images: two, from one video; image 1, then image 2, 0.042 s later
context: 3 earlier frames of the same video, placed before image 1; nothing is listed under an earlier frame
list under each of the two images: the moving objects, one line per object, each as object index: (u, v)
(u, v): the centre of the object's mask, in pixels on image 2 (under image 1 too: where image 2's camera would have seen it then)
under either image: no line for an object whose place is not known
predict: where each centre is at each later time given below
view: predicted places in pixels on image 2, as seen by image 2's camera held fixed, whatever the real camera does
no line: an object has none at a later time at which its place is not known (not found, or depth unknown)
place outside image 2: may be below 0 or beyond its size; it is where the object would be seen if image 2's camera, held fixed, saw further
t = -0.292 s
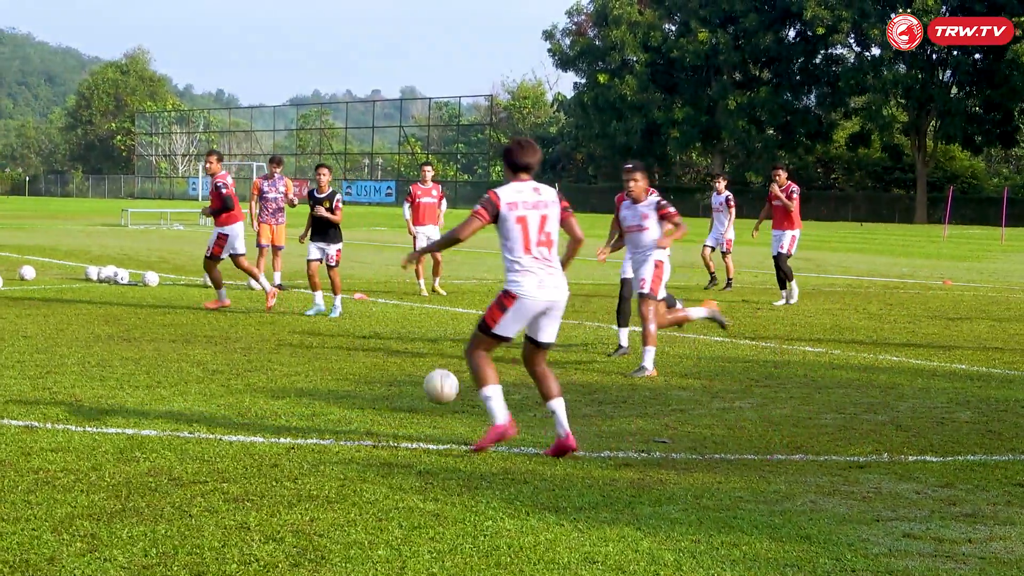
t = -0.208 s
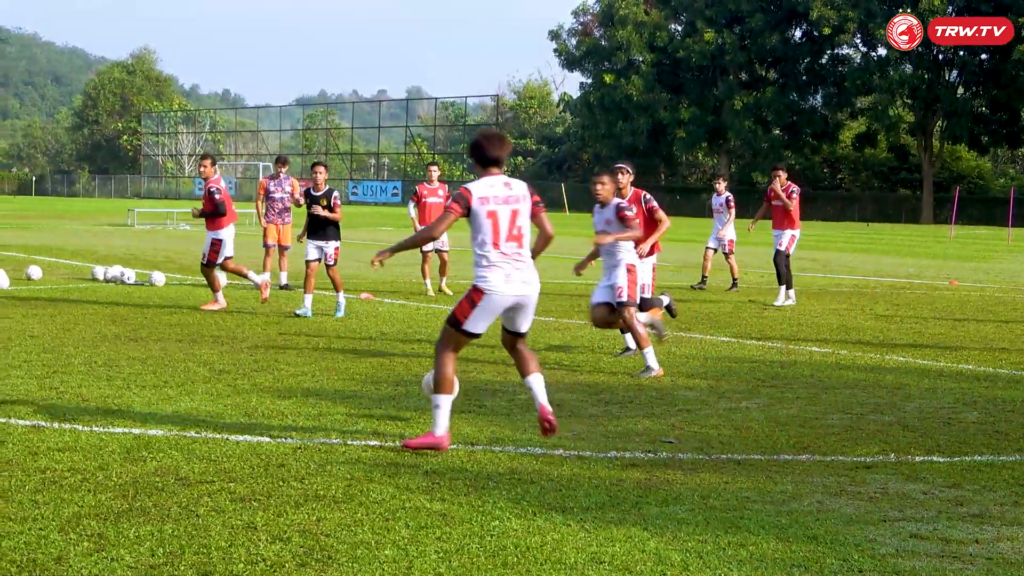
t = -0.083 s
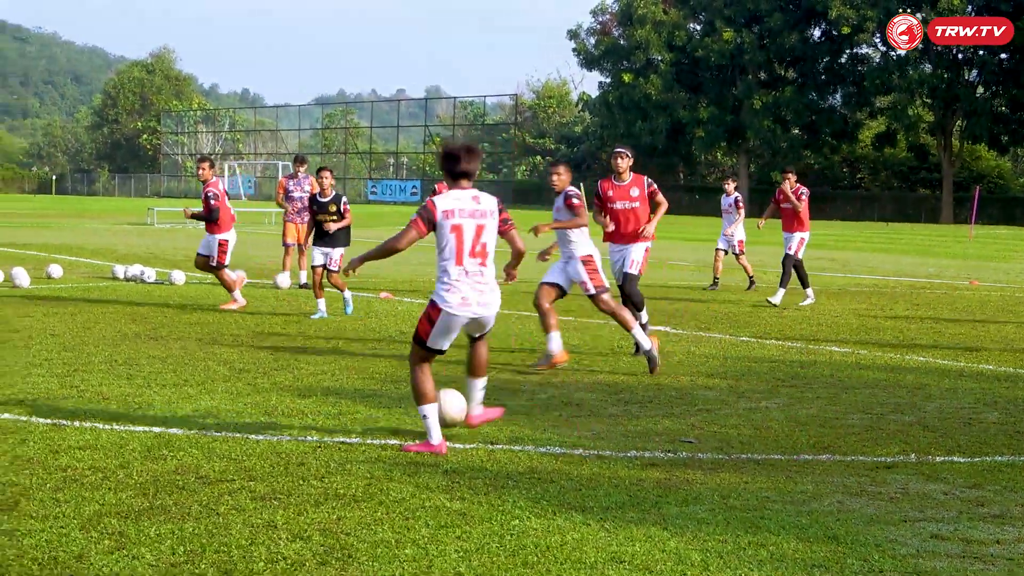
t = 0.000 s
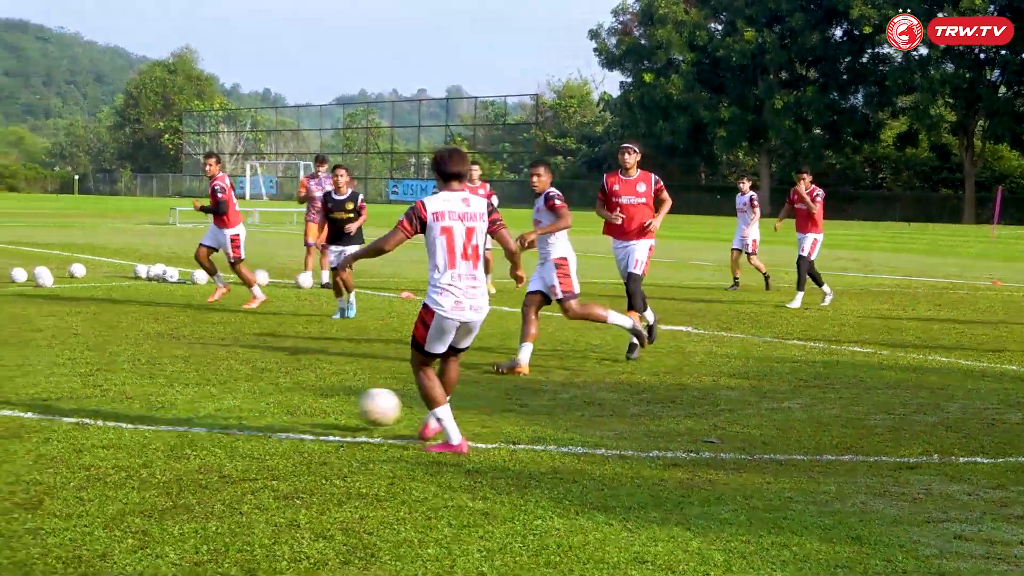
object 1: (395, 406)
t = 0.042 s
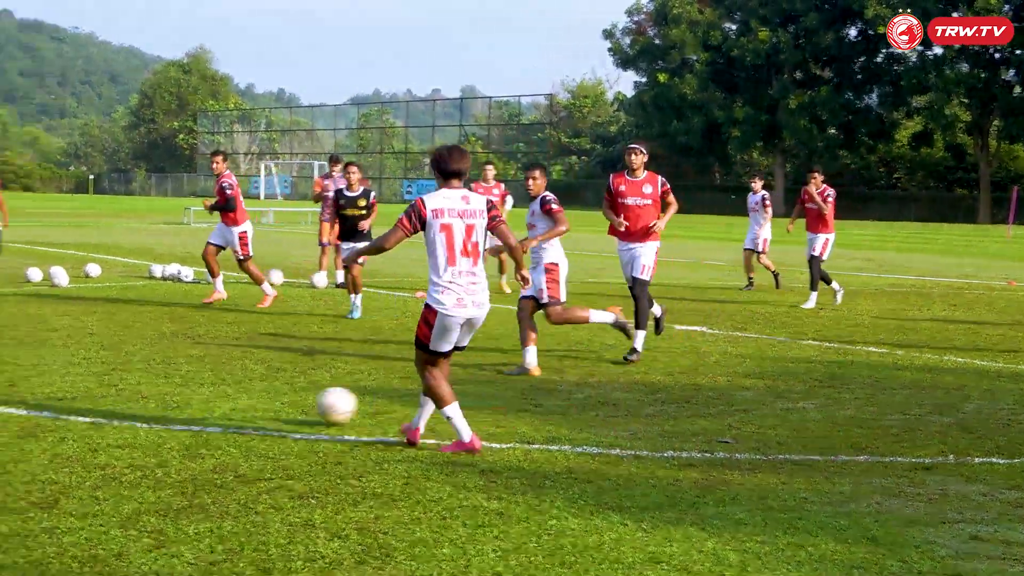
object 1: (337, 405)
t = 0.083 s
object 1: (283, 404)
